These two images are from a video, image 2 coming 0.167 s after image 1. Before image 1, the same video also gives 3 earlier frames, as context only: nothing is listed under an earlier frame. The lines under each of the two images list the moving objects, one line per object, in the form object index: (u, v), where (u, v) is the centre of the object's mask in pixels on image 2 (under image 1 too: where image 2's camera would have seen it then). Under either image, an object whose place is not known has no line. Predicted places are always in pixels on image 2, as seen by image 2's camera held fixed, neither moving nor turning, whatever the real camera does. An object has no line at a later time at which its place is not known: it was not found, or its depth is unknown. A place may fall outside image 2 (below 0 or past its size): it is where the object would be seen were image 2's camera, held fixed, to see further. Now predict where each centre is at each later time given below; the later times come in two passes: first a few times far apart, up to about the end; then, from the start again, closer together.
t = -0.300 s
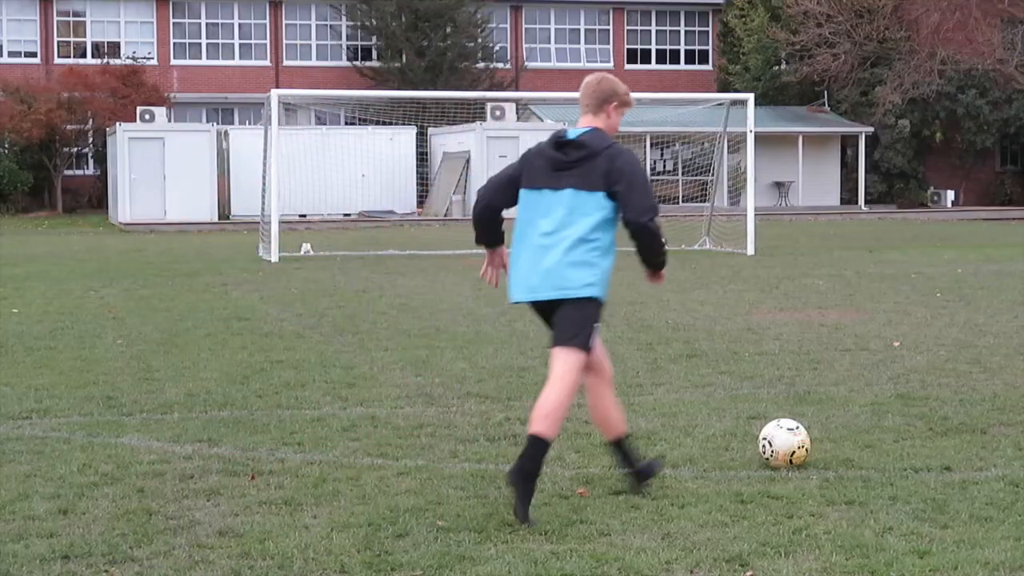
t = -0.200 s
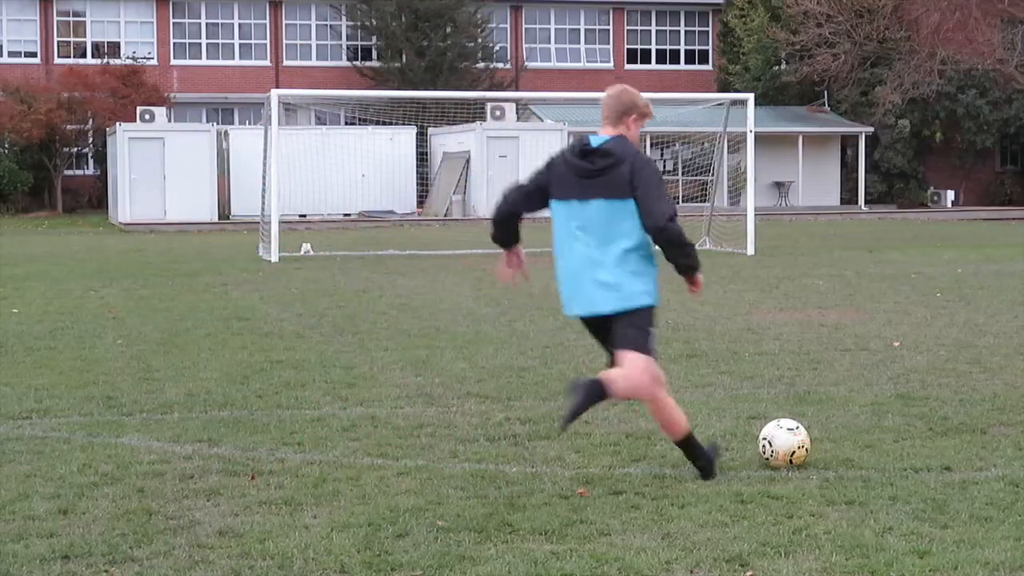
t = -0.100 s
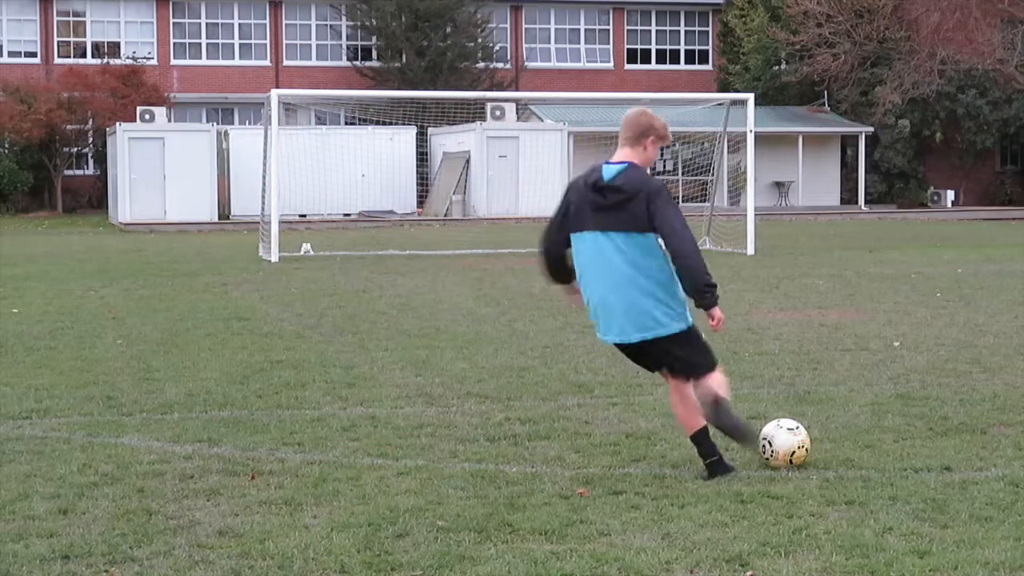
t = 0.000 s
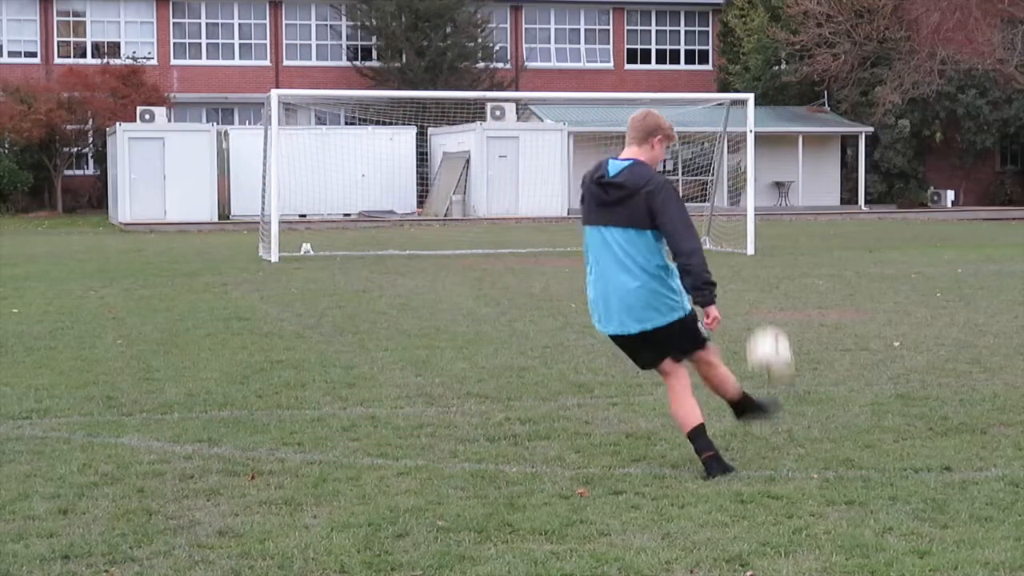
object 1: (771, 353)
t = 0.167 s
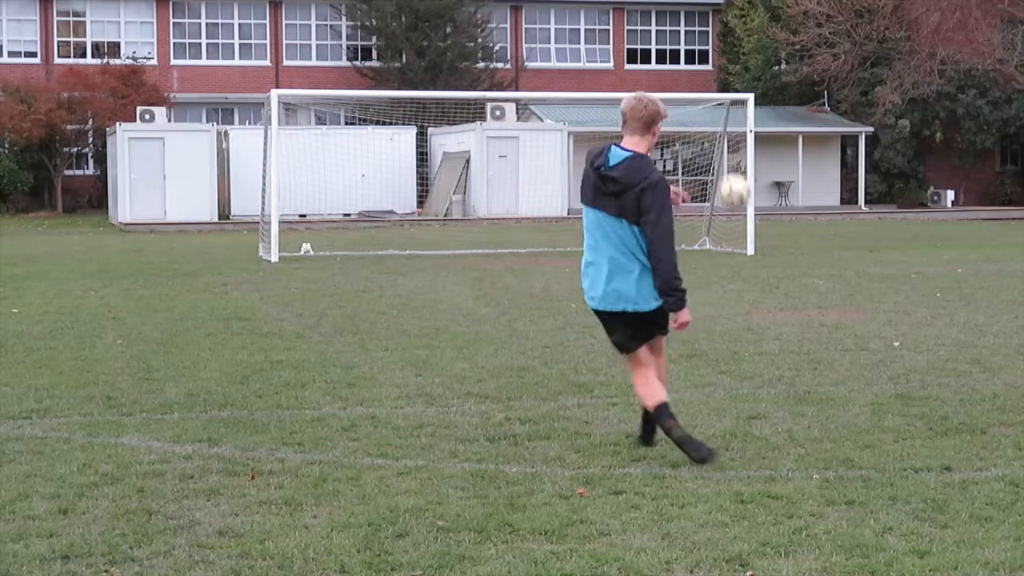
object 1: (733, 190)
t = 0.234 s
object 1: (723, 154)
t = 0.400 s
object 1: (698, 97)
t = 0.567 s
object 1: (681, 78)
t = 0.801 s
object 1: (661, 81)
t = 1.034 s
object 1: (640, 106)
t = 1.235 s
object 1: (633, 148)
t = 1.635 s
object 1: (654, 225)
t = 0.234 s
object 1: (723, 154)
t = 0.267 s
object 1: (717, 140)
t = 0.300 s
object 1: (712, 126)
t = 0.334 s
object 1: (707, 115)
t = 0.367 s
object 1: (703, 105)
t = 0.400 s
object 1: (698, 97)
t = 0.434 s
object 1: (694, 91)
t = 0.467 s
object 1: (690, 87)
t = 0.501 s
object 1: (687, 82)
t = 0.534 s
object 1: (684, 80)
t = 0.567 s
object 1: (681, 78)
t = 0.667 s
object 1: (672, 76)
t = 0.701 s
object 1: (669, 76)
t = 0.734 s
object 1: (666, 78)
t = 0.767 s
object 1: (663, 80)
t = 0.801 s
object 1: (661, 81)
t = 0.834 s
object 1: (657, 83)
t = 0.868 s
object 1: (655, 87)
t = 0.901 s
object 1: (651, 90)
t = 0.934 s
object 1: (649, 93)
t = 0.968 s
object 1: (645, 96)
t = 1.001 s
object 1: (643, 101)
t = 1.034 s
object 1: (640, 106)
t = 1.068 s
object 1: (638, 111)
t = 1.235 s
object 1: (633, 148)
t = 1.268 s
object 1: (634, 159)
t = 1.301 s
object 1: (634, 169)
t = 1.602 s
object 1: (652, 227)
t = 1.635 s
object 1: (654, 225)
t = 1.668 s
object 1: (656, 223)
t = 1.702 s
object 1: (659, 222)
